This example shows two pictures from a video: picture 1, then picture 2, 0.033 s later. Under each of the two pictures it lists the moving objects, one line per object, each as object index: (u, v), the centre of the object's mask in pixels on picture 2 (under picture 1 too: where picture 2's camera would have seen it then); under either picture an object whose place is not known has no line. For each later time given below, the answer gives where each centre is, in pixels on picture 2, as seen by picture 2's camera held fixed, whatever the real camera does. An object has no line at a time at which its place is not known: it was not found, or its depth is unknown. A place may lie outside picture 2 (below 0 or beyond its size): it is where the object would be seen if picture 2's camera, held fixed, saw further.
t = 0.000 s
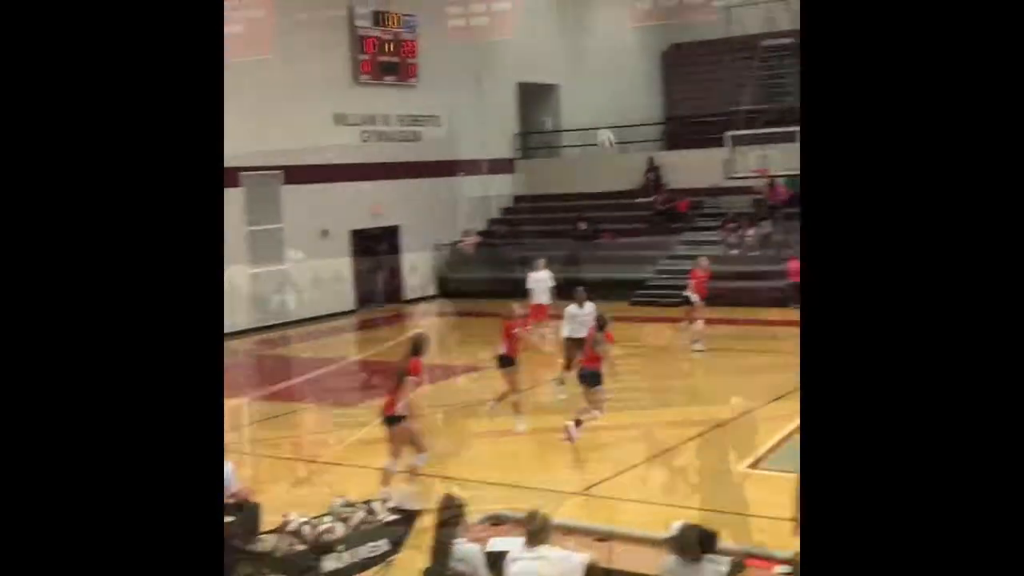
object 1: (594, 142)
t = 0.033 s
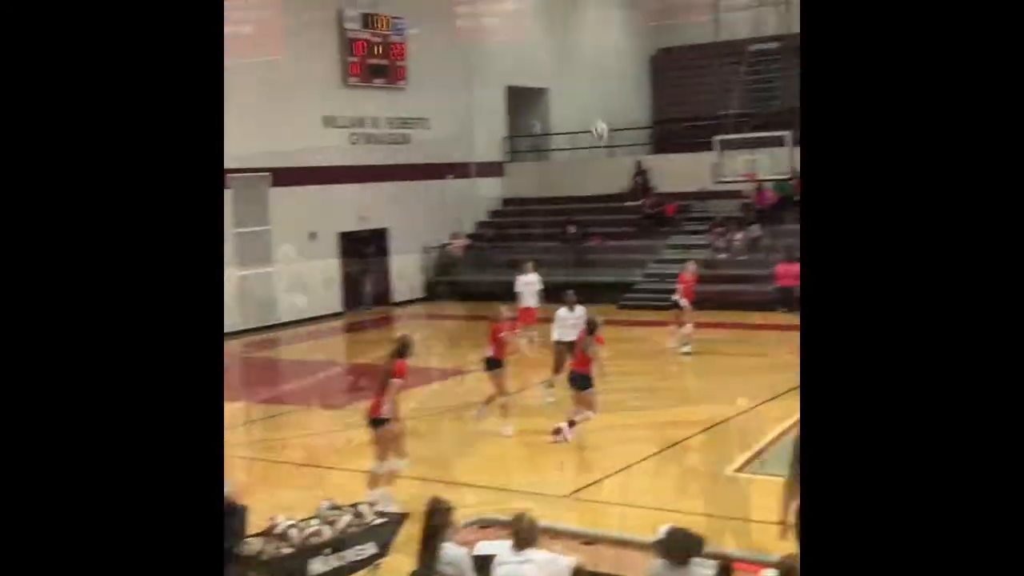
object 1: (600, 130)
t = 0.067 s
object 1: (606, 119)
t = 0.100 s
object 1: (612, 108)
